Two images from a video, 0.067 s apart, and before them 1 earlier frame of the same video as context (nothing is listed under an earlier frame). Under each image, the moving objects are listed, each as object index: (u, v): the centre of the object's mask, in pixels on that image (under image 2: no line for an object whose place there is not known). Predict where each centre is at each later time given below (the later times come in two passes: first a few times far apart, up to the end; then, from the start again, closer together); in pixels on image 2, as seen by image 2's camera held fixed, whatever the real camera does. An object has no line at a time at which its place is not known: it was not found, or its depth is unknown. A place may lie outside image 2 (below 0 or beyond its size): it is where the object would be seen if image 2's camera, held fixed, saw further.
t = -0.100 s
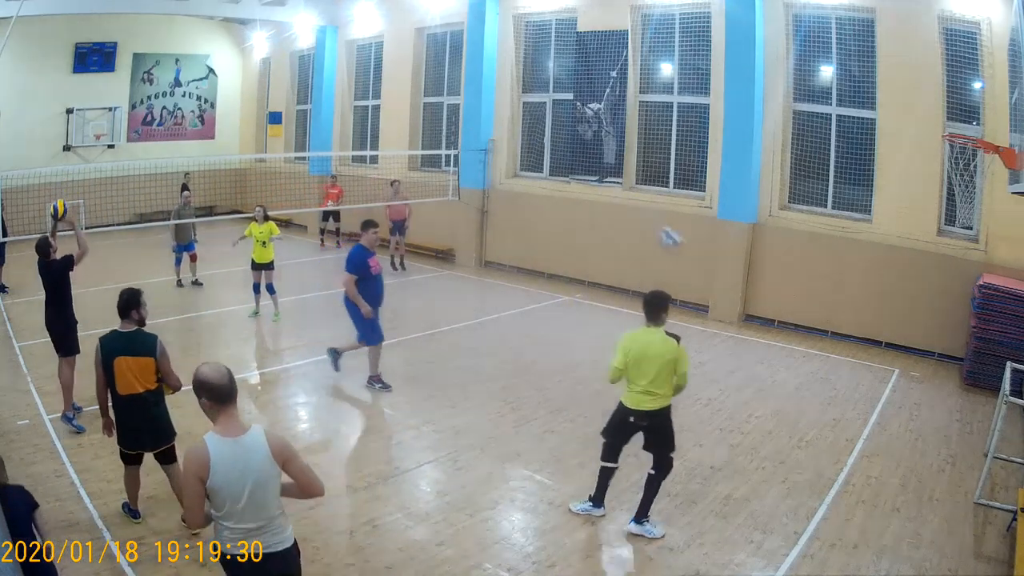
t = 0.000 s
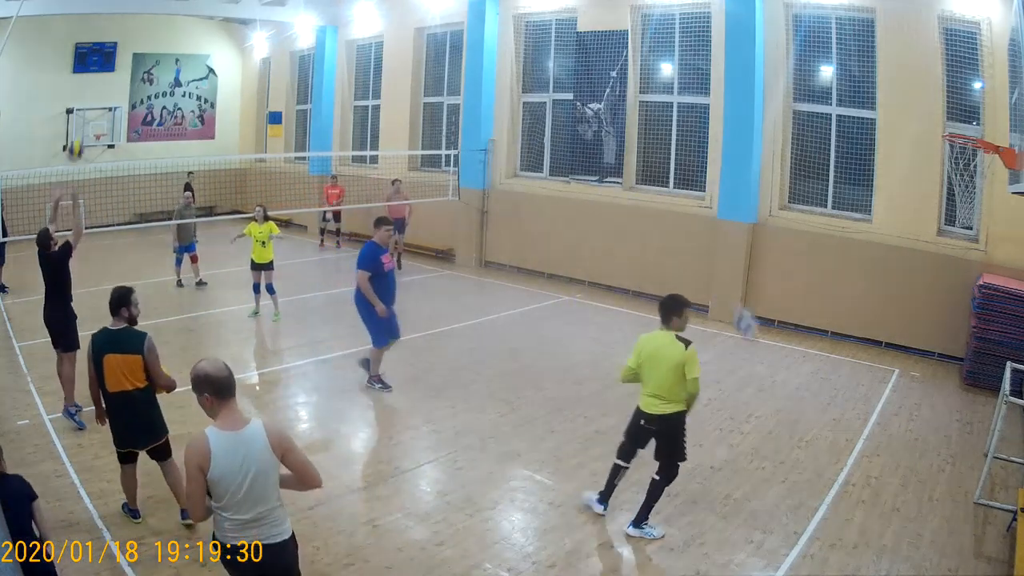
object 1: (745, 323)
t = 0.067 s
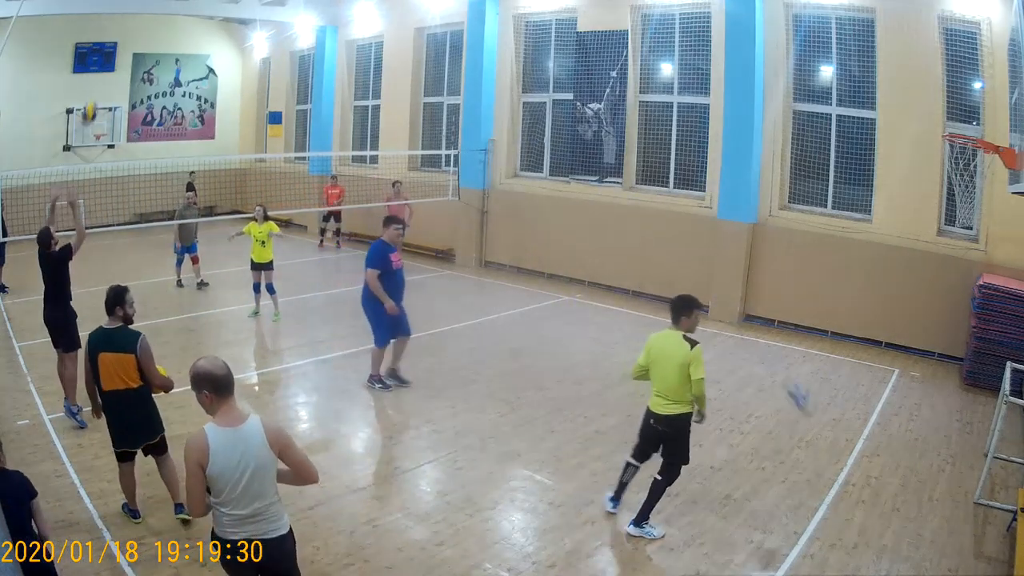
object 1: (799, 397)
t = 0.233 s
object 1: (924, 531)
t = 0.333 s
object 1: (1010, 500)
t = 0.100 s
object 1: (822, 432)
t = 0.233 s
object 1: (924, 531)
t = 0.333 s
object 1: (1010, 500)
